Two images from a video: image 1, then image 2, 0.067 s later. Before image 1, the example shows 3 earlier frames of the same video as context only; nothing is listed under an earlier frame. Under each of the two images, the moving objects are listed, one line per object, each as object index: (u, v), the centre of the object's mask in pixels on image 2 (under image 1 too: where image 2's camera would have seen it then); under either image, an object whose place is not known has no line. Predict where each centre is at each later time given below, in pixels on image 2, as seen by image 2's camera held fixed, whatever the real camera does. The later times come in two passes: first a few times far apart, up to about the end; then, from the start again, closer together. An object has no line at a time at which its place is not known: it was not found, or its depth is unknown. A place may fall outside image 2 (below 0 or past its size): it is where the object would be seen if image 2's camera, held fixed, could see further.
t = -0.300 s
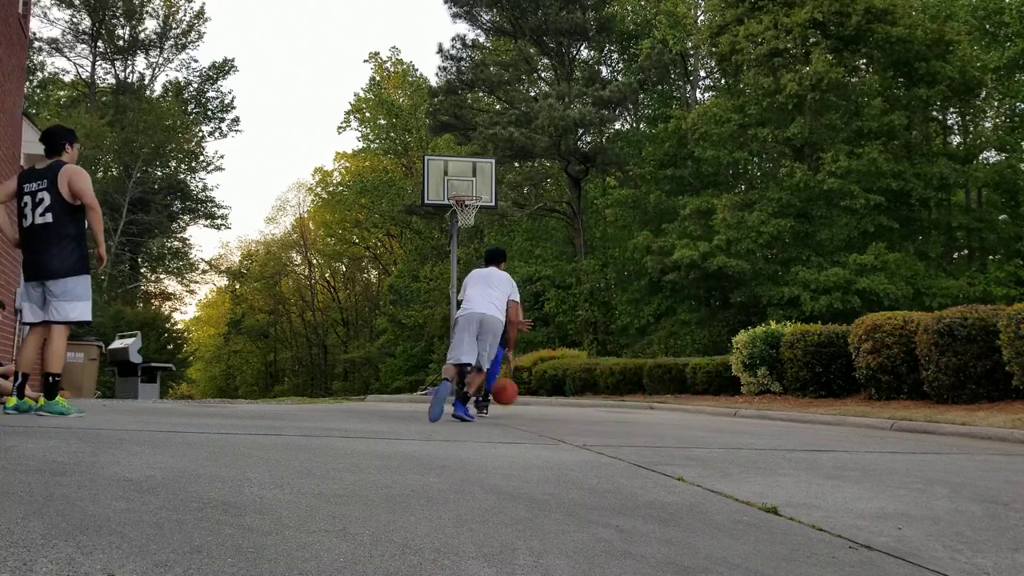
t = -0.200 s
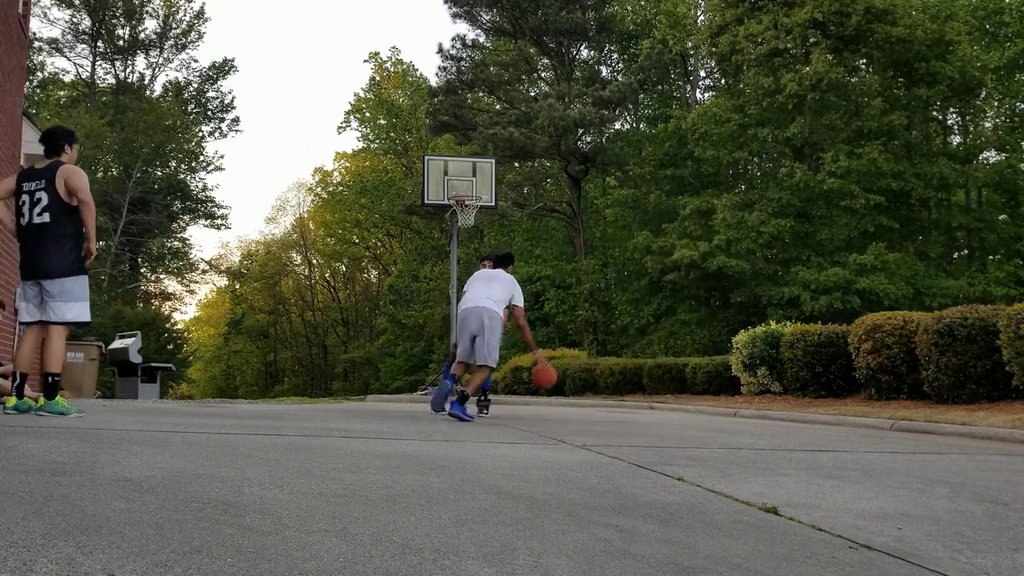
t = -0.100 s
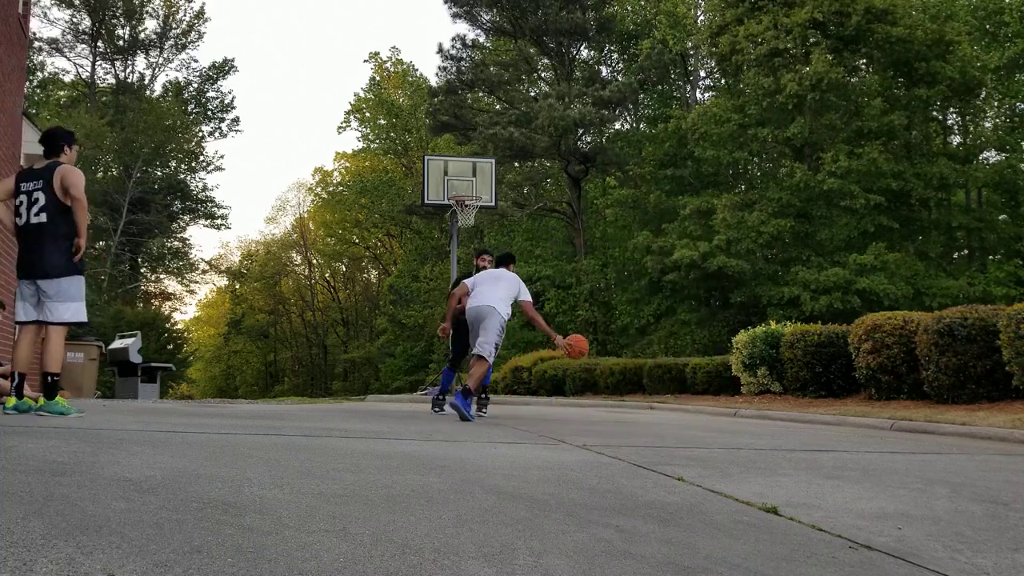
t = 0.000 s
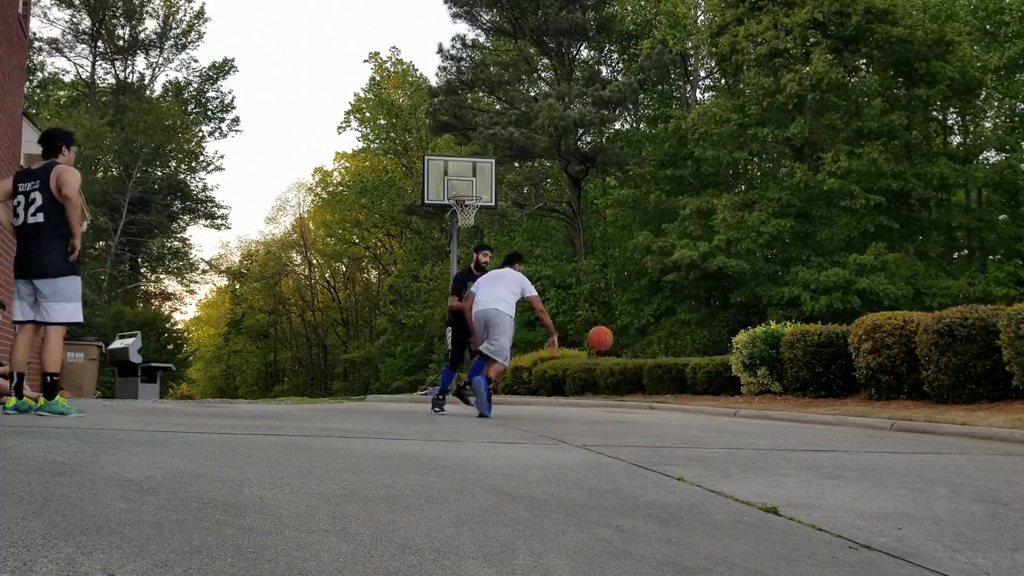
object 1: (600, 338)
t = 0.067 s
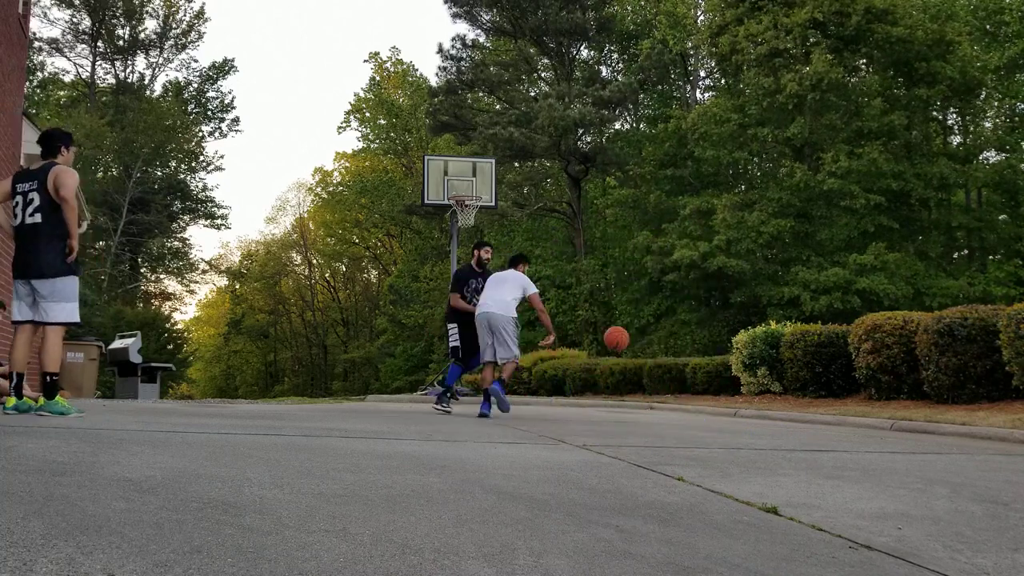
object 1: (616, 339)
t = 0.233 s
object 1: (655, 357)
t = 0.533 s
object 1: (722, 387)
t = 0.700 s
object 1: (757, 372)
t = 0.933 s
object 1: (807, 391)
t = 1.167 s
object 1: (856, 397)
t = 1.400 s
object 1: (905, 397)
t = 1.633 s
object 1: (946, 397)
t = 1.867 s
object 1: (957, 394)
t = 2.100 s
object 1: (949, 396)
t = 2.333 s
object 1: (944, 397)
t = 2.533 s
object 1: (942, 398)
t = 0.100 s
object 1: (625, 340)
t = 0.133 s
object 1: (632, 343)
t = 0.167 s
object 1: (640, 347)
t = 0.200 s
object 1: (647, 351)
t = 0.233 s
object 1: (655, 357)
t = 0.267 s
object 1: (663, 365)
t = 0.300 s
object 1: (670, 373)
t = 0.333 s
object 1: (678, 382)
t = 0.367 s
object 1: (685, 392)
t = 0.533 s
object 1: (722, 387)
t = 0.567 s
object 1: (729, 383)
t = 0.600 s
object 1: (736, 379)
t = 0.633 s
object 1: (743, 374)
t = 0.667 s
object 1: (751, 373)
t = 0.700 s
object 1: (757, 372)
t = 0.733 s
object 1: (765, 371)
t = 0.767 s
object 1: (772, 372)
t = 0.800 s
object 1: (779, 374)
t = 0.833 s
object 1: (786, 377)
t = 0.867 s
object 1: (793, 380)
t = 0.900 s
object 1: (800, 385)
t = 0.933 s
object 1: (807, 391)
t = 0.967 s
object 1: (814, 398)
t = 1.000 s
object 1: (821, 406)
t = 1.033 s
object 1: (829, 416)
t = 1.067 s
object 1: (835, 412)
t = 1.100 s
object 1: (842, 406)
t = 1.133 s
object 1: (849, 401)
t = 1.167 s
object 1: (856, 397)
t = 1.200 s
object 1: (864, 394)
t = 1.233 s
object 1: (871, 392)
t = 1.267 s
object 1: (877, 391)
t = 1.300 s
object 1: (884, 391)
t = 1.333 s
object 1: (891, 392)
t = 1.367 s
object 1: (899, 394)
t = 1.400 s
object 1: (905, 397)
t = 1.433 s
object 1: (913, 400)
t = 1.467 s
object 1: (919, 400)
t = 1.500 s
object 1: (924, 398)
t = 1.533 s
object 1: (931, 396)
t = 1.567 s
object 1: (936, 396)
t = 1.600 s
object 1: (941, 397)
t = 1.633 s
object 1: (946, 397)
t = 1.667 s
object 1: (950, 395)
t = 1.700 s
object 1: (954, 395)
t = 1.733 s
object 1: (957, 393)
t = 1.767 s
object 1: (958, 393)
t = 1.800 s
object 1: (957, 393)
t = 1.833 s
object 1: (958, 393)
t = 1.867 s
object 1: (957, 394)
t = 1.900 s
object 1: (956, 395)
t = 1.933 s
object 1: (955, 395)
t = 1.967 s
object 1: (953, 396)
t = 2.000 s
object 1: (952, 396)
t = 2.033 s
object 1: (951, 396)
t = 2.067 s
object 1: (950, 396)
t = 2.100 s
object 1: (949, 396)
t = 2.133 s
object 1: (948, 396)
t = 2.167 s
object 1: (947, 397)
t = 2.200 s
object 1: (947, 397)
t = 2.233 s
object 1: (946, 397)
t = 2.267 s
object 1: (945, 397)
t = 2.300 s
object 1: (945, 397)
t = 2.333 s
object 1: (944, 397)
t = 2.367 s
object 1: (943, 397)
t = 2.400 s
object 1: (943, 397)
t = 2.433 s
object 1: (943, 397)
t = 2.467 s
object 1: (943, 397)
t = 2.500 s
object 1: (942, 397)
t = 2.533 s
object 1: (942, 398)
